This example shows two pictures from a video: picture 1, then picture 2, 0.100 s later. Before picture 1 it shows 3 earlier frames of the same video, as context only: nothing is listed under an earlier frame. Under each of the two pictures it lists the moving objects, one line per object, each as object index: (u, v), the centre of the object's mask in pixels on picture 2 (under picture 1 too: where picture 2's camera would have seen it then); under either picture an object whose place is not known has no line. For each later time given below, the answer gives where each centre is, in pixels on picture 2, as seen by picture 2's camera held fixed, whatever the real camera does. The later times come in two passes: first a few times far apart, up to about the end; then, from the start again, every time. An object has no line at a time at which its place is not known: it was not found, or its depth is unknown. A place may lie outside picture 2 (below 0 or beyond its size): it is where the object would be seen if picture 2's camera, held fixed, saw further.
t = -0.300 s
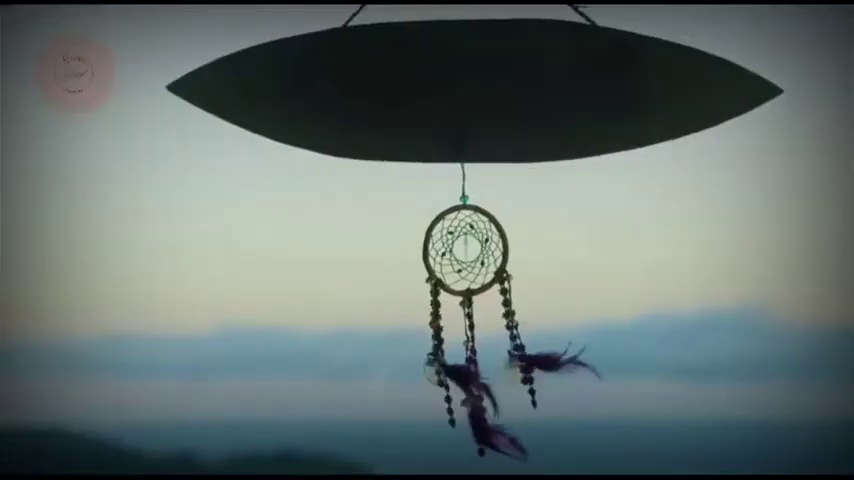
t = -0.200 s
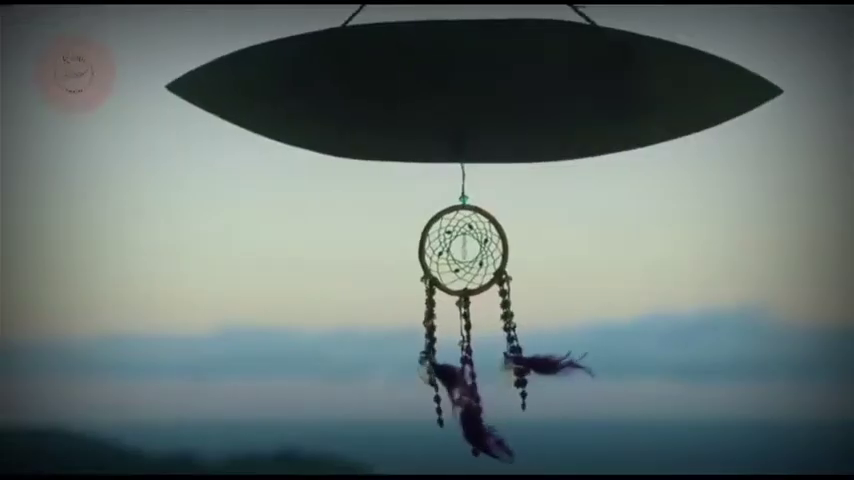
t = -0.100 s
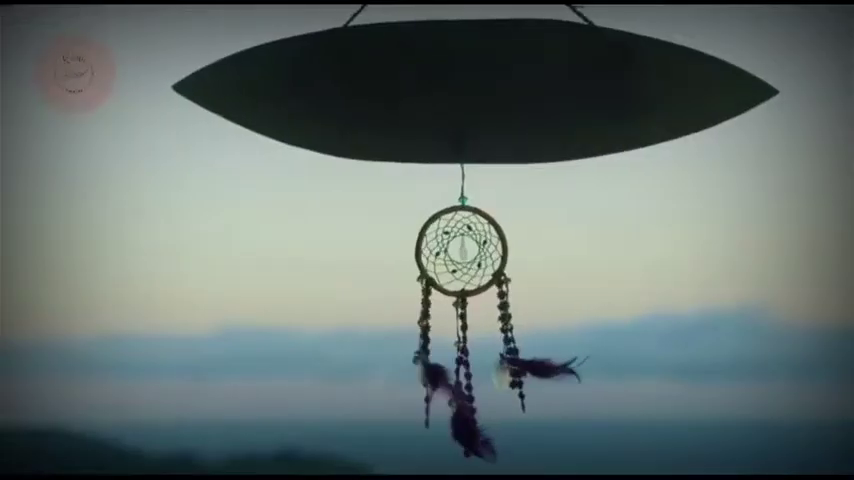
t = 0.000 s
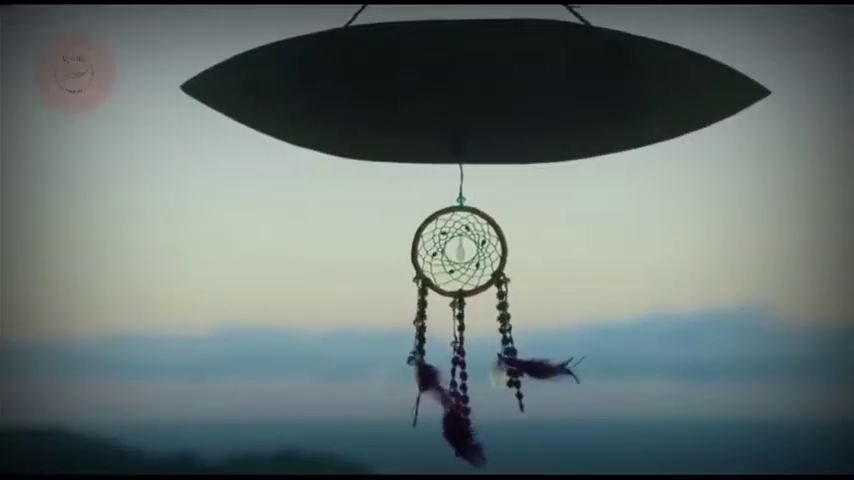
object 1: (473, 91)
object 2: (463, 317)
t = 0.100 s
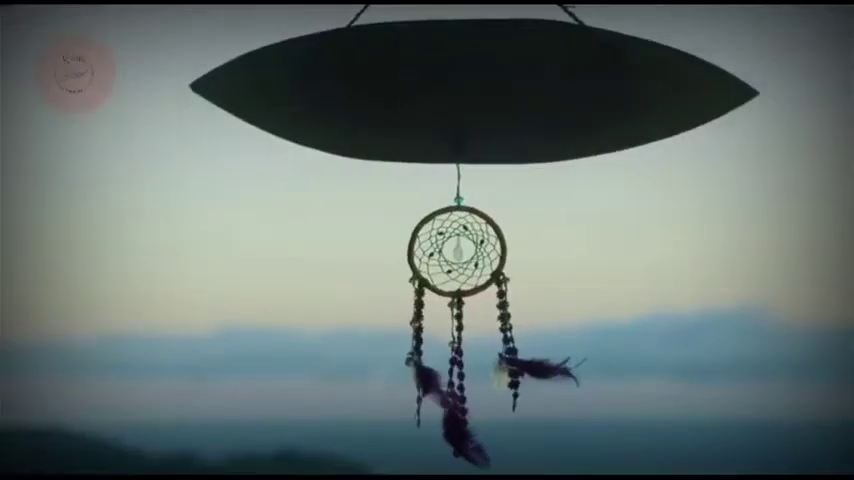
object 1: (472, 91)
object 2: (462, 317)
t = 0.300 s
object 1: (468, 91)
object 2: (458, 317)
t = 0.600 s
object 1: (477, 91)
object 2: (458, 318)
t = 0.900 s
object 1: (477, 91)
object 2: (485, 318)
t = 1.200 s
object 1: (471, 90)
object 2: (484, 314)
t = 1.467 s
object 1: (475, 91)
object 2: (463, 317)
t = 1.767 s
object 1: (469, 91)
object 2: (466, 317)
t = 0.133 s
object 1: (471, 91)
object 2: (462, 317)
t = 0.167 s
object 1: (471, 91)
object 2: (461, 316)
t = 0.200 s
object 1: (470, 91)
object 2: (461, 317)
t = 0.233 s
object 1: (469, 91)
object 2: (460, 317)
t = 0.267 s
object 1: (469, 91)
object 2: (460, 317)
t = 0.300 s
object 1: (468, 91)
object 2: (458, 317)
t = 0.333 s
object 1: (469, 91)
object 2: (457, 317)
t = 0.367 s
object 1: (469, 91)
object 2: (456, 317)
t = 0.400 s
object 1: (470, 91)
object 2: (456, 317)
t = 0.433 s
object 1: (471, 91)
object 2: (455, 317)
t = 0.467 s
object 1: (472, 91)
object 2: (454, 318)
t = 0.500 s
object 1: (474, 91)
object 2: (454, 318)
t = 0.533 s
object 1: (475, 91)
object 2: (455, 319)
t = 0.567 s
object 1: (476, 91)
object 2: (456, 319)
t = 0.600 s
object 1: (477, 91)
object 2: (458, 318)
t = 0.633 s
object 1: (479, 91)
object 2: (460, 319)
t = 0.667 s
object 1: (479, 91)
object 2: (463, 319)
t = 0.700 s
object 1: (480, 91)
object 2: (465, 319)
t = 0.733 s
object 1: (480, 91)
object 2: (468, 319)
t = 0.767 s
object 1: (479, 91)
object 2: (472, 319)
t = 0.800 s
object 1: (479, 91)
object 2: (476, 320)
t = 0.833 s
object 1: (478, 91)
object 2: (479, 319)
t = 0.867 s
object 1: (478, 91)
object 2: (482, 318)
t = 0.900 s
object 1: (477, 91)
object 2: (485, 318)
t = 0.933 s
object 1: (476, 91)
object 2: (487, 317)
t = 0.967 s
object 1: (475, 91)
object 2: (489, 316)
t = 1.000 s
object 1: (474, 91)
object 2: (490, 316)
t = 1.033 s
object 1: (473, 91)
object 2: (490, 314)
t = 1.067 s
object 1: (472, 91)
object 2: (490, 314)
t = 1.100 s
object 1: (472, 90)
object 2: (489, 315)
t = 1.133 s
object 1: (471, 90)
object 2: (488, 315)
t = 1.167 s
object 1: (472, 90)
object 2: (487, 315)
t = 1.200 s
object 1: (471, 90)
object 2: (484, 314)
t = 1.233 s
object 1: (472, 90)
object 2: (481, 315)
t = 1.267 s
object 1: (472, 90)
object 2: (478, 316)
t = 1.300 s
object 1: (472, 90)
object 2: (475, 315)
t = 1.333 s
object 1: (473, 90)
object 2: (471, 316)
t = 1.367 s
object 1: (474, 90)
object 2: (469, 315)
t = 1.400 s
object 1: (474, 90)
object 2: (466, 317)
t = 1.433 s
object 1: (475, 90)
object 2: (464, 317)
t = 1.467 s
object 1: (475, 91)
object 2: (463, 317)
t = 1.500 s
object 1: (475, 91)
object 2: (463, 317)
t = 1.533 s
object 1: (475, 91)
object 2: (463, 317)
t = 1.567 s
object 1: (475, 91)
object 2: (463, 316)
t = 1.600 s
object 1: (474, 91)
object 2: (464, 316)
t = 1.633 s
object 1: (473, 91)
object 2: (465, 317)
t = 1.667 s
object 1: (472, 91)
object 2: (465, 317)
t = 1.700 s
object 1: (471, 91)
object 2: (466, 317)
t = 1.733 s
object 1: (470, 91)
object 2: (466, 316)
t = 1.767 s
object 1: (469, 91)
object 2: (466, 317)
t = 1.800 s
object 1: (468, 91)
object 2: (467, 315)
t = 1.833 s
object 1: (467, 91)
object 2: (467, 315)
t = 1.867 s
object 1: (467, 91)
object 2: (467, 316)
